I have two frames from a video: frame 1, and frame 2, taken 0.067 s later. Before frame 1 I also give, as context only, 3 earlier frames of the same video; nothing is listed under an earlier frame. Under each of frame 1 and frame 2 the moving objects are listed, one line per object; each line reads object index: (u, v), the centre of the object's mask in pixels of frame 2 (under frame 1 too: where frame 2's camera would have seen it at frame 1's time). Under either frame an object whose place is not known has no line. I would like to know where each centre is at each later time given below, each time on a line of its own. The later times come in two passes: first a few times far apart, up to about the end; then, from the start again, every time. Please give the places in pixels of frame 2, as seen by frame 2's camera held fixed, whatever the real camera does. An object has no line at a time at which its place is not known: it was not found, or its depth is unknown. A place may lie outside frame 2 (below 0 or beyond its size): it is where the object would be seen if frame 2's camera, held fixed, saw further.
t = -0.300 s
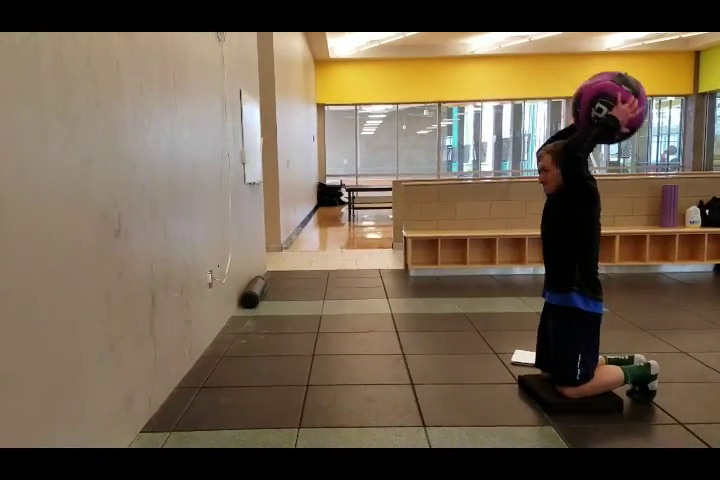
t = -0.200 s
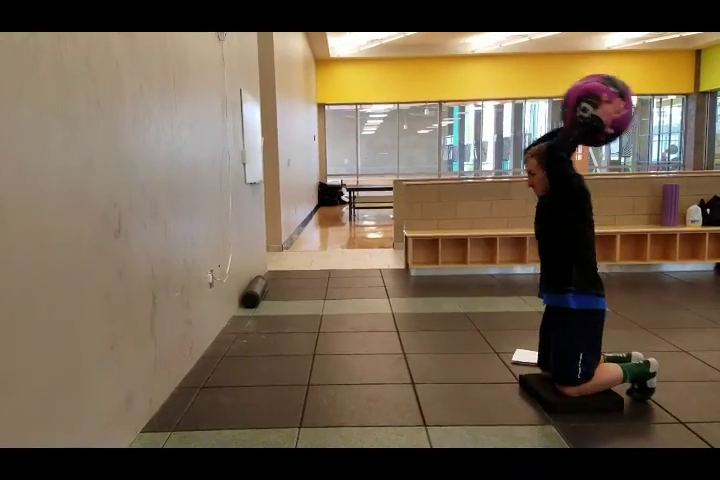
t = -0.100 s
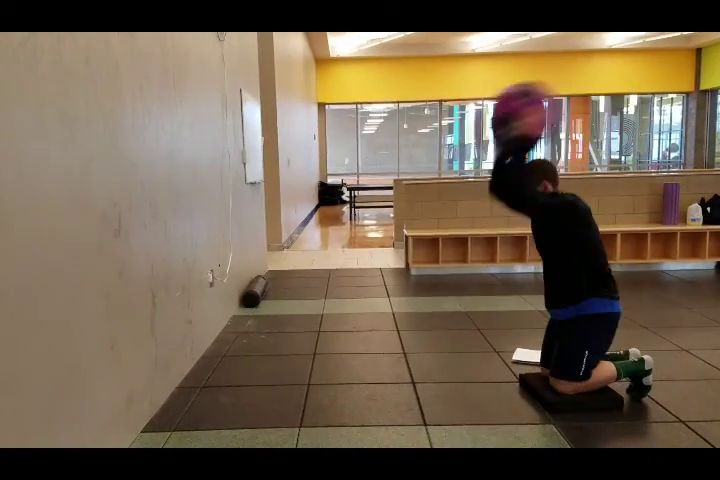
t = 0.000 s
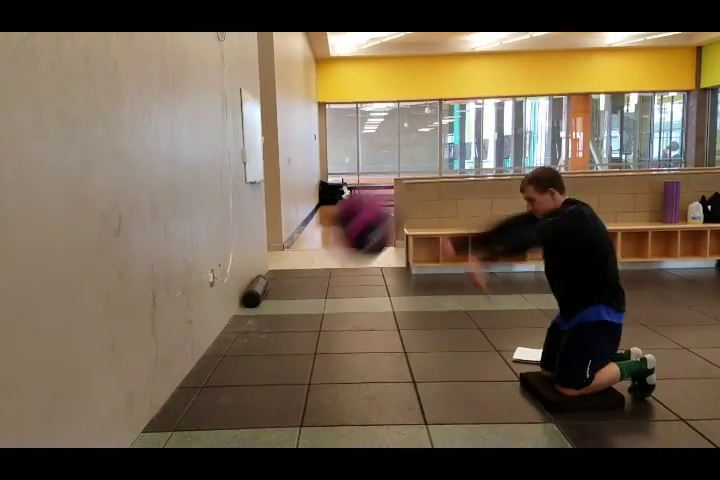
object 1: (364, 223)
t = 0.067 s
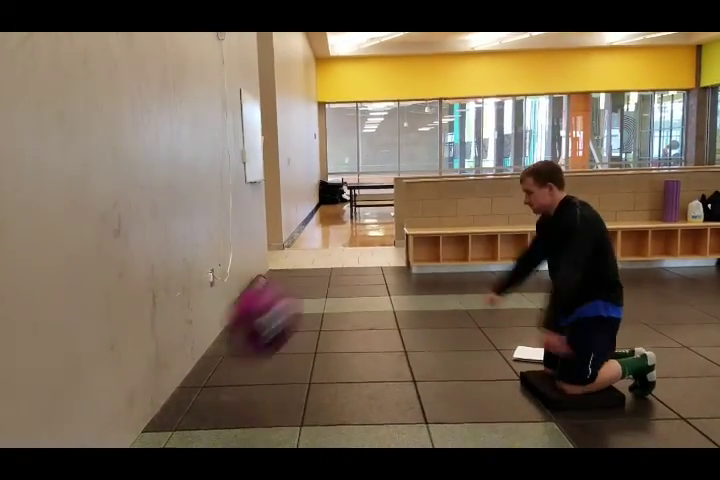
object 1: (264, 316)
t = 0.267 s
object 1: (224, 307)
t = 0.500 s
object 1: (297, 266)
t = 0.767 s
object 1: (389, 344)
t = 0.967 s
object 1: (421, 358)
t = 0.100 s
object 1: (213, 371)
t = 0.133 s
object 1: (184, 377)
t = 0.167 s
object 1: (192, 354)
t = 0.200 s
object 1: (203, 337)
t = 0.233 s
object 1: (213, 321)
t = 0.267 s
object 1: (224, 307)
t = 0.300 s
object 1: (233, 295)
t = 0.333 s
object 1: (243, 285)
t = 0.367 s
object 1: (254, 278)
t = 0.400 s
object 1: (264, 273)
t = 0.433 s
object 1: (275, 268)
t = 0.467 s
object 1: (287, 266)
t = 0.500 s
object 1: (297, 266)
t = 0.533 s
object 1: (309, 268)
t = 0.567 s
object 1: (320, 272)
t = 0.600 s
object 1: (331, 278)
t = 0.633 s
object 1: (342, 287)
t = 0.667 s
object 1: (354, 298)
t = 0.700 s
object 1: (366, 312)
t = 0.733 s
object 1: (378, 327)
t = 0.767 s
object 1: (389, 344)
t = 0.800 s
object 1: (401, 364)
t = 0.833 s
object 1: (410, 382)
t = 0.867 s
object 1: (412, 373)
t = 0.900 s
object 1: (415, 366)
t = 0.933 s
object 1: (418, 361)
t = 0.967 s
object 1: (421, 358)
